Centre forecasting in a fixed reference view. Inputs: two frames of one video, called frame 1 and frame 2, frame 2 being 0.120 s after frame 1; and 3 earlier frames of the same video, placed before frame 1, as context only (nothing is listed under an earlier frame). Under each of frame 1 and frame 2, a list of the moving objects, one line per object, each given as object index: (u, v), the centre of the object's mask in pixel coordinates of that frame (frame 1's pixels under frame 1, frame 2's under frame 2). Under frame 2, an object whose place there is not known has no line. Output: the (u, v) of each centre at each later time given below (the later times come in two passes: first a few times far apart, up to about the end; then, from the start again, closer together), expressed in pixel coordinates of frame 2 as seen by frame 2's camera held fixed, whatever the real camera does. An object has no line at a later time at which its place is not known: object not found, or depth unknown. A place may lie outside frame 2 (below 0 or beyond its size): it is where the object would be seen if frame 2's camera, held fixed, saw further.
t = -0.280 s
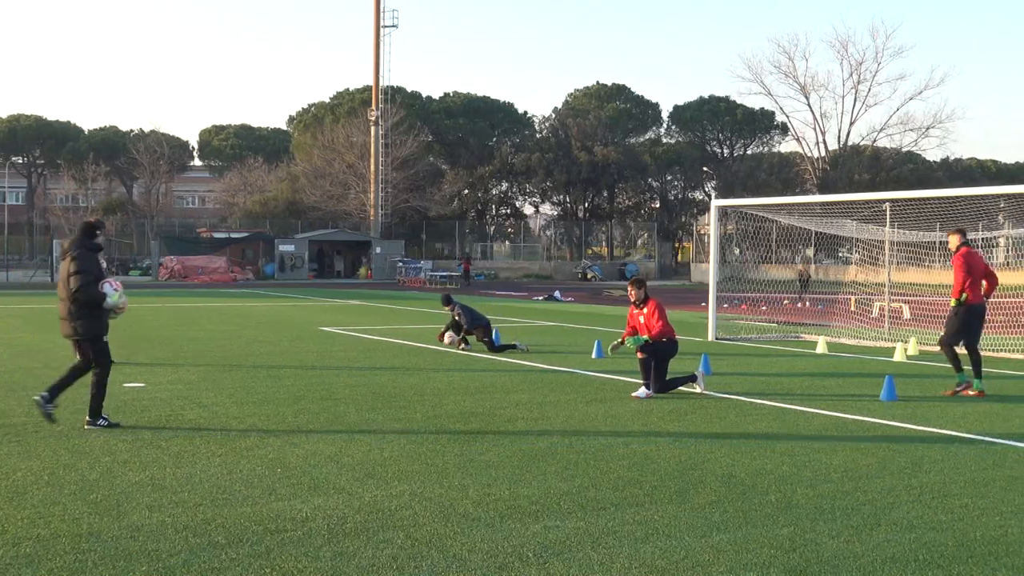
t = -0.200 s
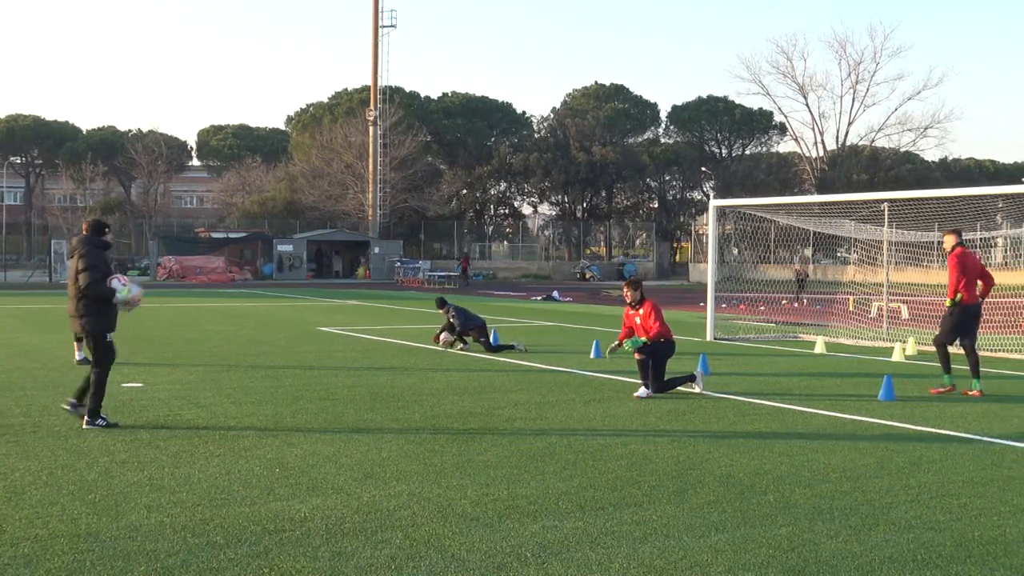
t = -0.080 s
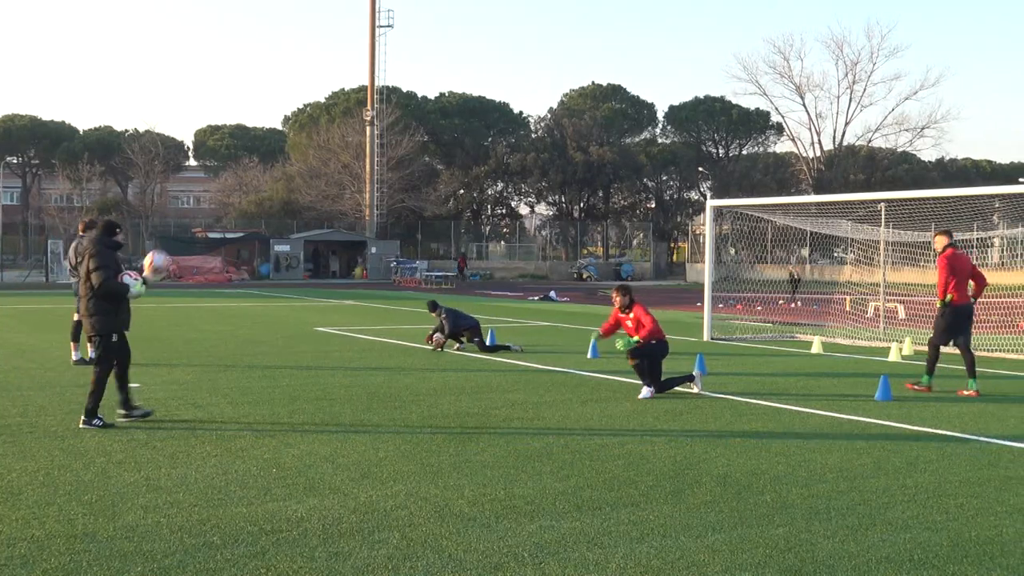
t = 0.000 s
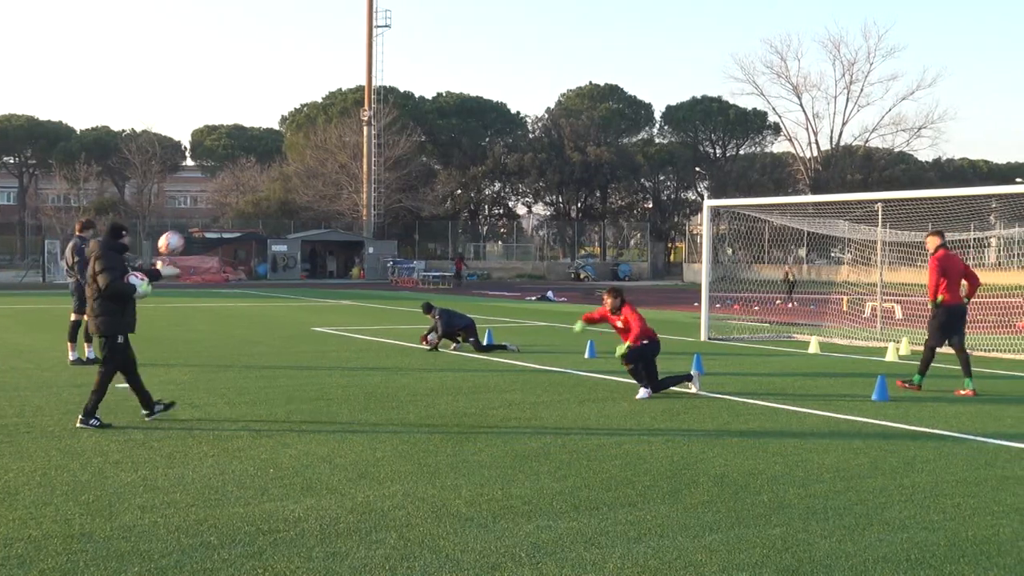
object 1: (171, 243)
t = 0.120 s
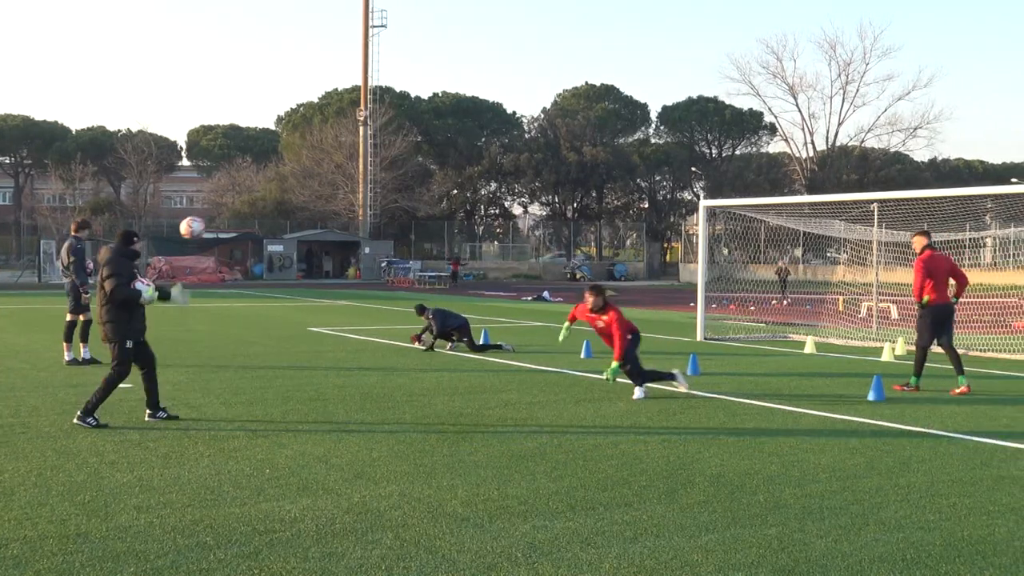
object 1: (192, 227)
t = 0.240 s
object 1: (216, 227)
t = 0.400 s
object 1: (247, 250)
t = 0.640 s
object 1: (289, 325)
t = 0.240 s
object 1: (216, 227)
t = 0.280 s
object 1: (225, 230)
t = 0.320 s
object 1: (232, 235)
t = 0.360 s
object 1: (239, 241)
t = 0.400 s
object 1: (247, 250)
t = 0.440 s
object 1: (255, 259)
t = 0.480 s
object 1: (262, 269)
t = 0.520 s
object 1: (268, 281)
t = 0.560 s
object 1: (275, 294)
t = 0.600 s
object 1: (281, 310)
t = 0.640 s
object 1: (289, 325)
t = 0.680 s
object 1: (295, 344)
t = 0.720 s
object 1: (301, 362)
